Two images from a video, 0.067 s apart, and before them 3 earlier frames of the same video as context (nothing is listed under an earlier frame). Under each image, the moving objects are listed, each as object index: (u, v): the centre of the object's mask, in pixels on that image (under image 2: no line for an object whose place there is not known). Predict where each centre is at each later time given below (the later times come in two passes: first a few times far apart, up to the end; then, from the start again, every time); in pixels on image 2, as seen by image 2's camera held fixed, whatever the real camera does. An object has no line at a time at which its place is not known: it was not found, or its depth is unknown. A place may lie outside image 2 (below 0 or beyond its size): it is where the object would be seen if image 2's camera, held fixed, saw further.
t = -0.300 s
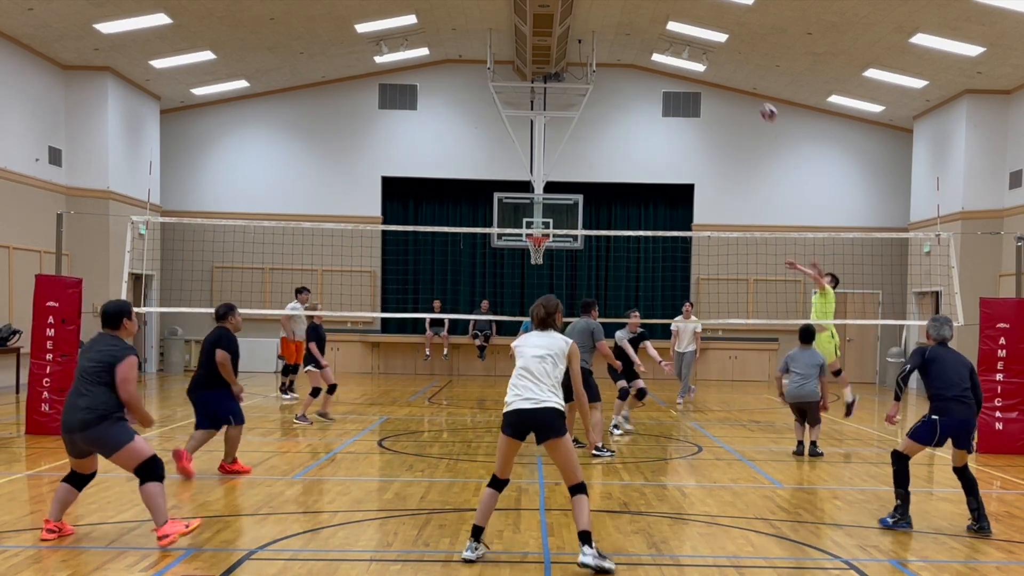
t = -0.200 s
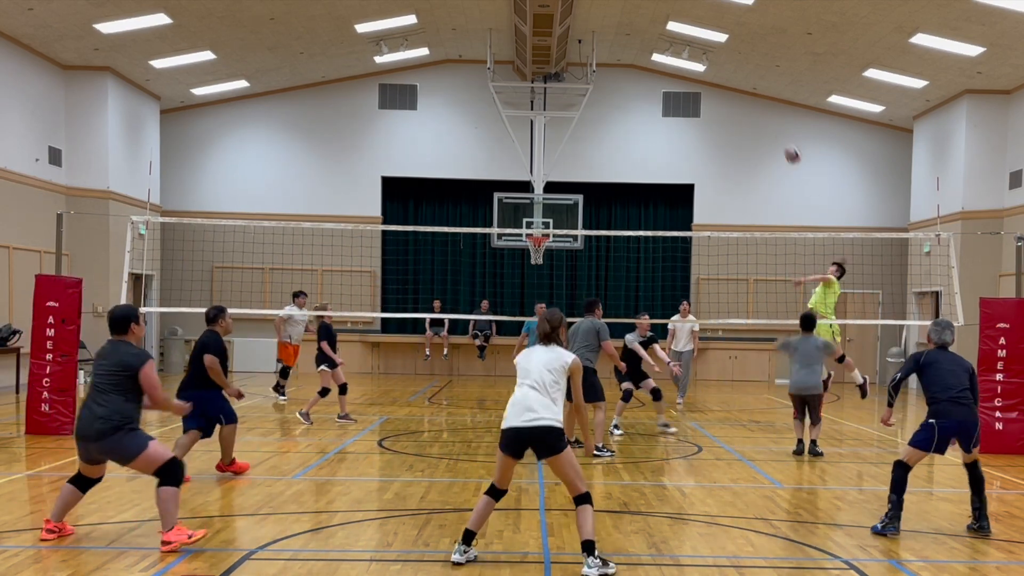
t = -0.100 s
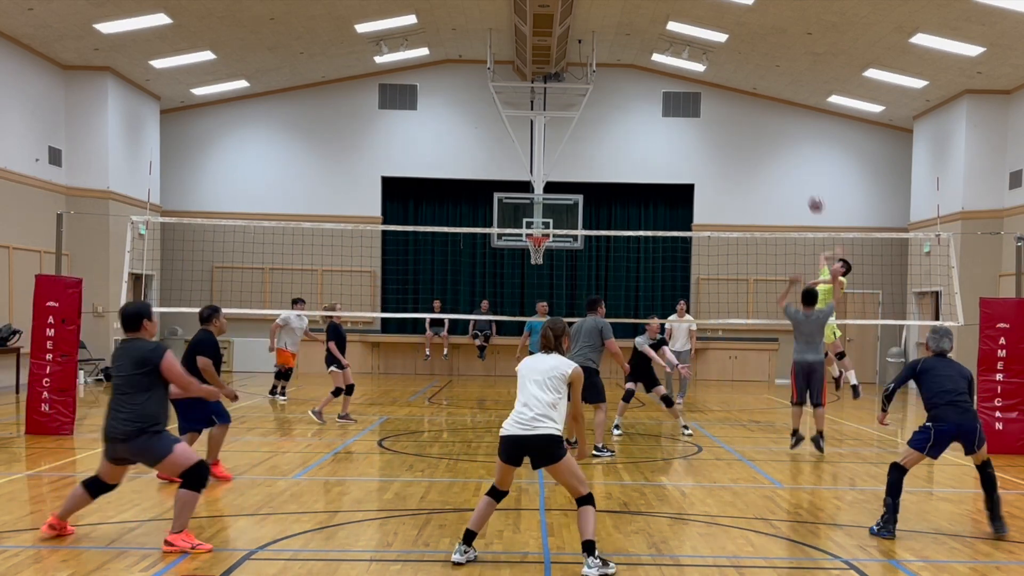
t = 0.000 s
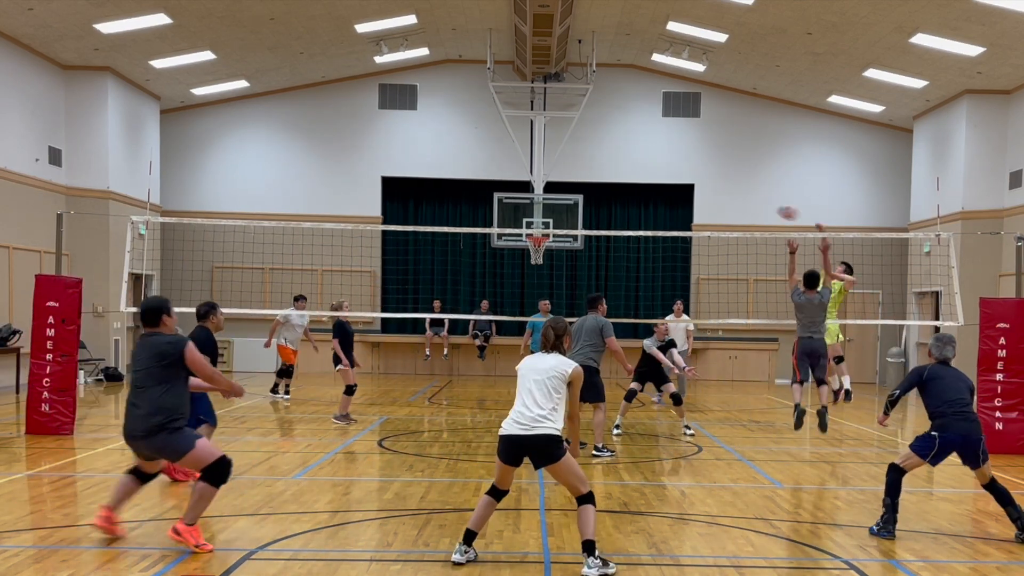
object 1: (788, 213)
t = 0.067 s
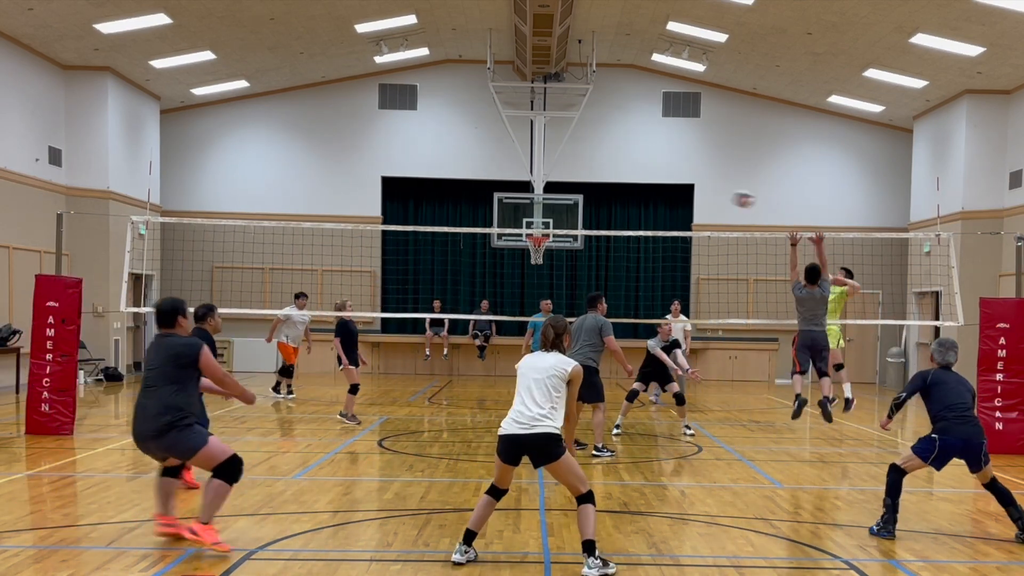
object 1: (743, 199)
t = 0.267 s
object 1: (588, 189)
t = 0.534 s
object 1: (308, 257)
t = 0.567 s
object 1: (266, 275)
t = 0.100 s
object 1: (719, 194)
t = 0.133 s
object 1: (694, 190)
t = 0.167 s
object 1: (670, 190)
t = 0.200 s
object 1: (644, 188)
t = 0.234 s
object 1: (616, 189)
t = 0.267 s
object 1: (588, 189)
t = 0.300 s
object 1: (558, 188)
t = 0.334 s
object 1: (525, 195)
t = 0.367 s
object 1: (493, 201)
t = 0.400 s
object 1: (460, 208)
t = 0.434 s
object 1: (425, 216)
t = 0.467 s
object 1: (390, 228)
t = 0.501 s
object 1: (347, 242)
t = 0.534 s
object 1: (308, 257)
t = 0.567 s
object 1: (266, 275)
